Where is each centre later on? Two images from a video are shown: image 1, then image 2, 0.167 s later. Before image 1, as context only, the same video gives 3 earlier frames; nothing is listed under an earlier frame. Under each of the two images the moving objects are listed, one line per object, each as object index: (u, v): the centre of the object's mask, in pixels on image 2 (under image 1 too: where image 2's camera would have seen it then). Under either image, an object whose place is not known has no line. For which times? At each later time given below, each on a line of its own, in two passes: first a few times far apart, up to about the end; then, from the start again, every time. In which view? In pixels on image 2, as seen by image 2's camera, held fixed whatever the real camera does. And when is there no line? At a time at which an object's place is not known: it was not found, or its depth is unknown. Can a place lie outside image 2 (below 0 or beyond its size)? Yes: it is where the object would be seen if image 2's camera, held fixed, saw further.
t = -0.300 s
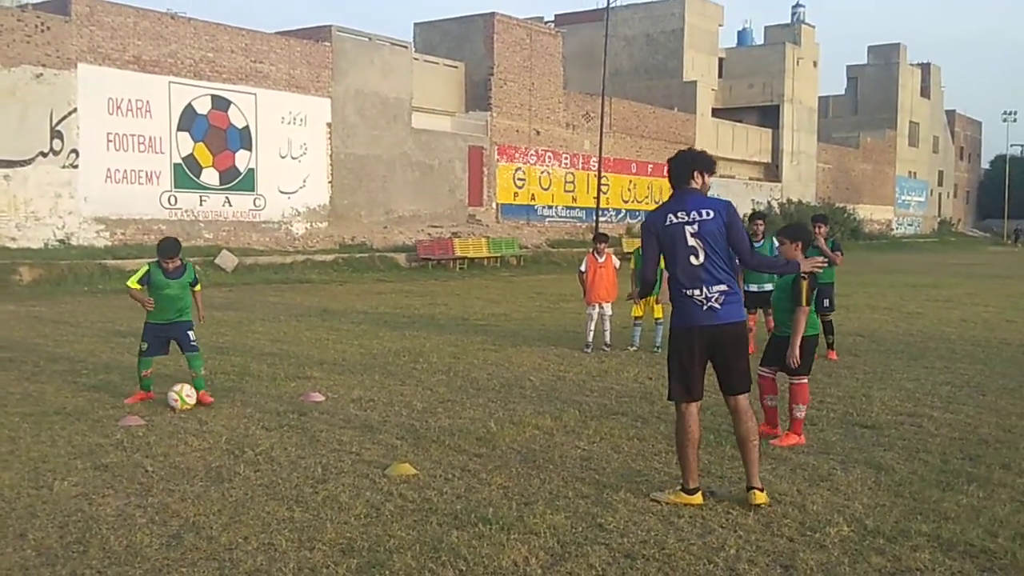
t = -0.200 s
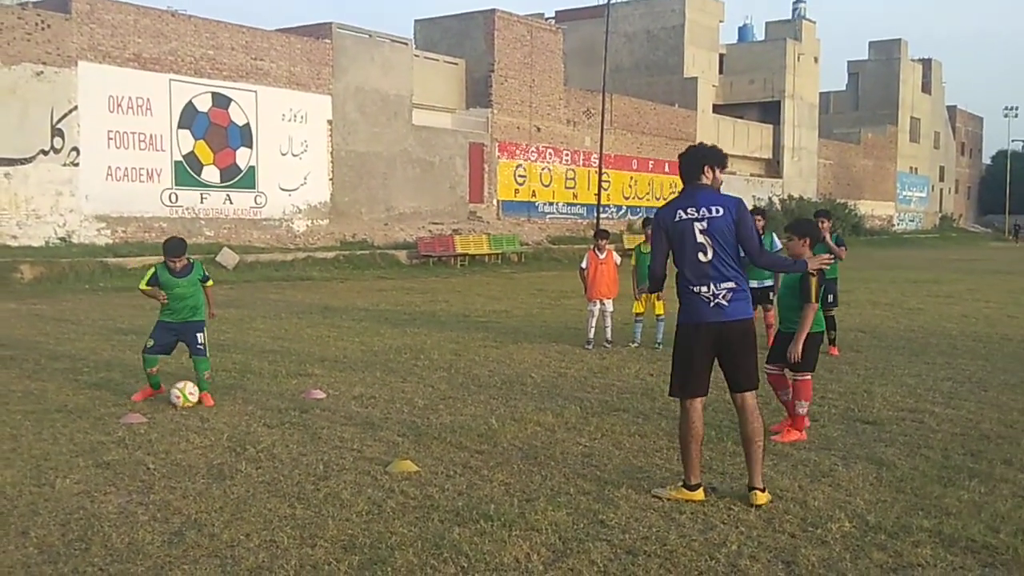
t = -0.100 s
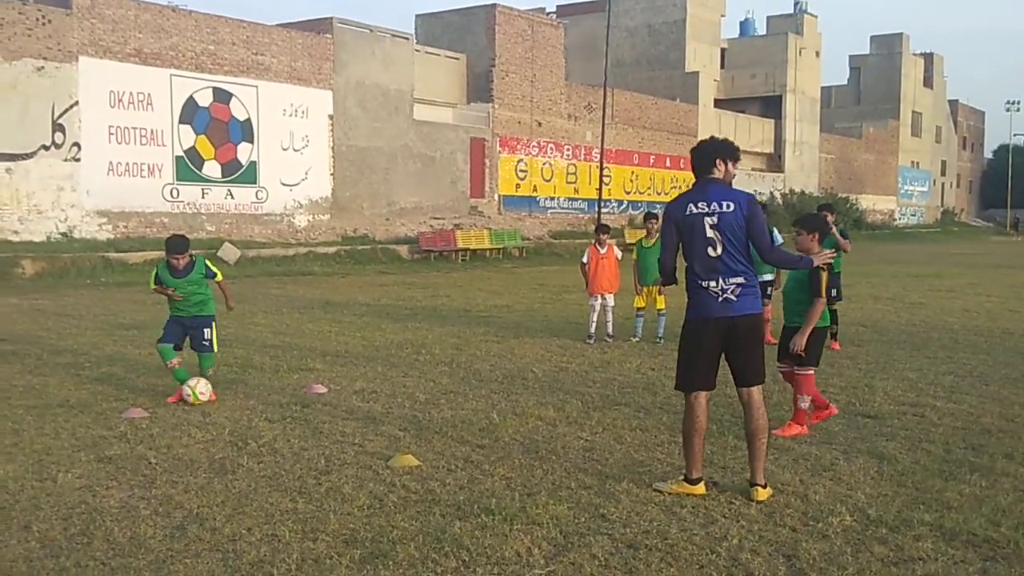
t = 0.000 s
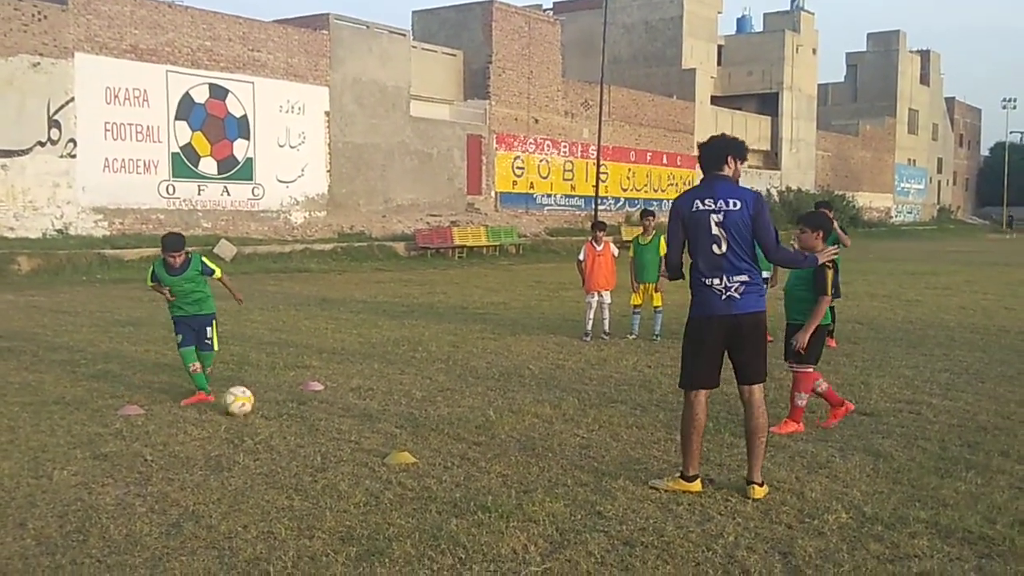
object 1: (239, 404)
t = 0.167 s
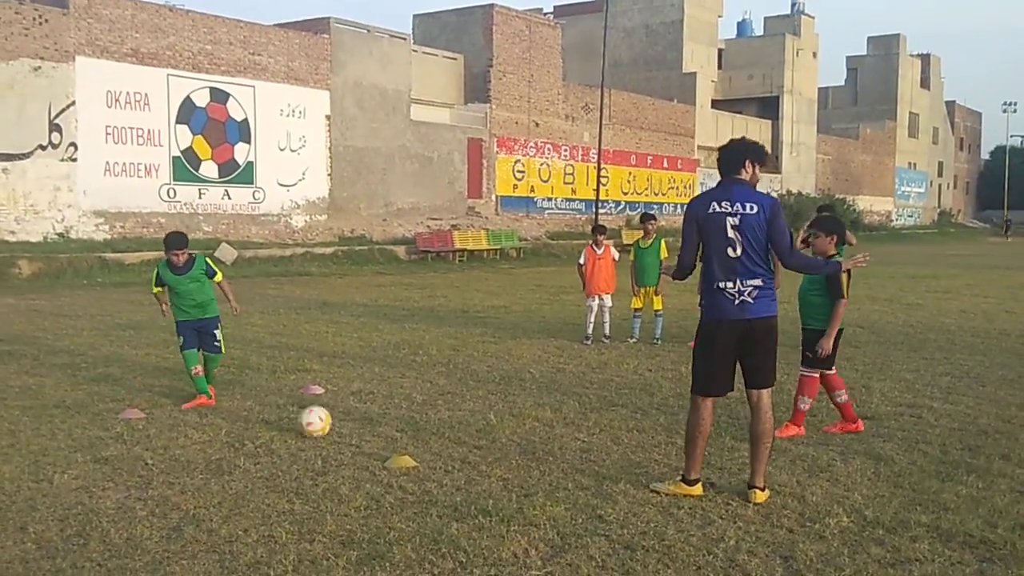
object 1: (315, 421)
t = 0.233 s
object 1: (341, 421)
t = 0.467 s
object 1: (443, 439)
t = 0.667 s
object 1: (539, 468)
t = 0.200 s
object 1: (328, 421)
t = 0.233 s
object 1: (341, 421)
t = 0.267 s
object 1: (356, 424)
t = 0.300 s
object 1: (369, 428)
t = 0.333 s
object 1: (385, 433)
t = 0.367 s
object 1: (400, 440)
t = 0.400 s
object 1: (414, 442)
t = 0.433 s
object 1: (428, 440)
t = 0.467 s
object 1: (443, 439)
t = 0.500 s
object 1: (458, 439)
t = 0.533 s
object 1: (474, 441)
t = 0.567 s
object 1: (490, 447)
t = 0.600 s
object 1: (506, 455)
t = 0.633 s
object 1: (522, 465)
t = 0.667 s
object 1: (539, 468)
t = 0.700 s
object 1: (557, 465)
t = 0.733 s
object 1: (576, 466)
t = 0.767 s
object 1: (593, 469)
